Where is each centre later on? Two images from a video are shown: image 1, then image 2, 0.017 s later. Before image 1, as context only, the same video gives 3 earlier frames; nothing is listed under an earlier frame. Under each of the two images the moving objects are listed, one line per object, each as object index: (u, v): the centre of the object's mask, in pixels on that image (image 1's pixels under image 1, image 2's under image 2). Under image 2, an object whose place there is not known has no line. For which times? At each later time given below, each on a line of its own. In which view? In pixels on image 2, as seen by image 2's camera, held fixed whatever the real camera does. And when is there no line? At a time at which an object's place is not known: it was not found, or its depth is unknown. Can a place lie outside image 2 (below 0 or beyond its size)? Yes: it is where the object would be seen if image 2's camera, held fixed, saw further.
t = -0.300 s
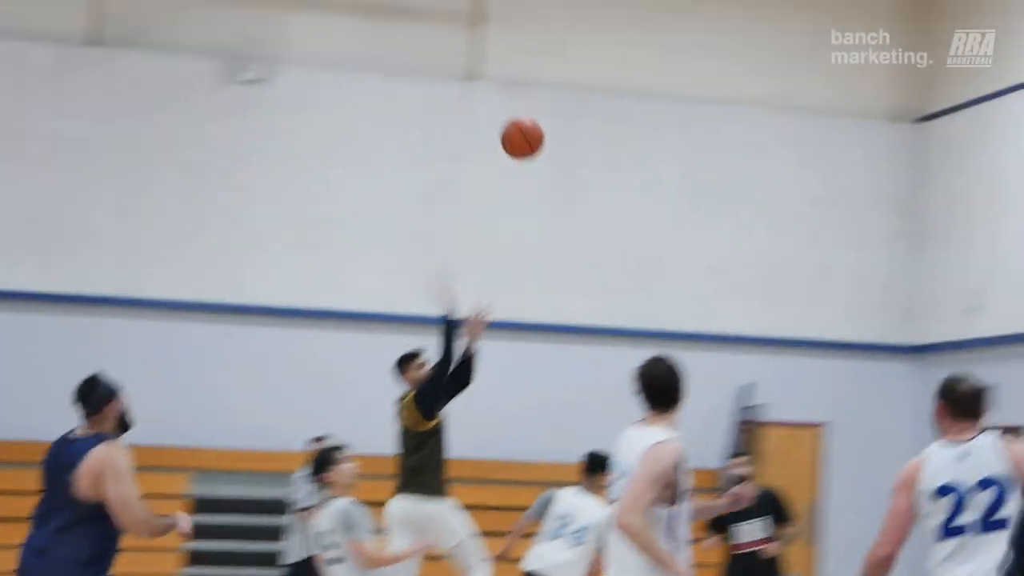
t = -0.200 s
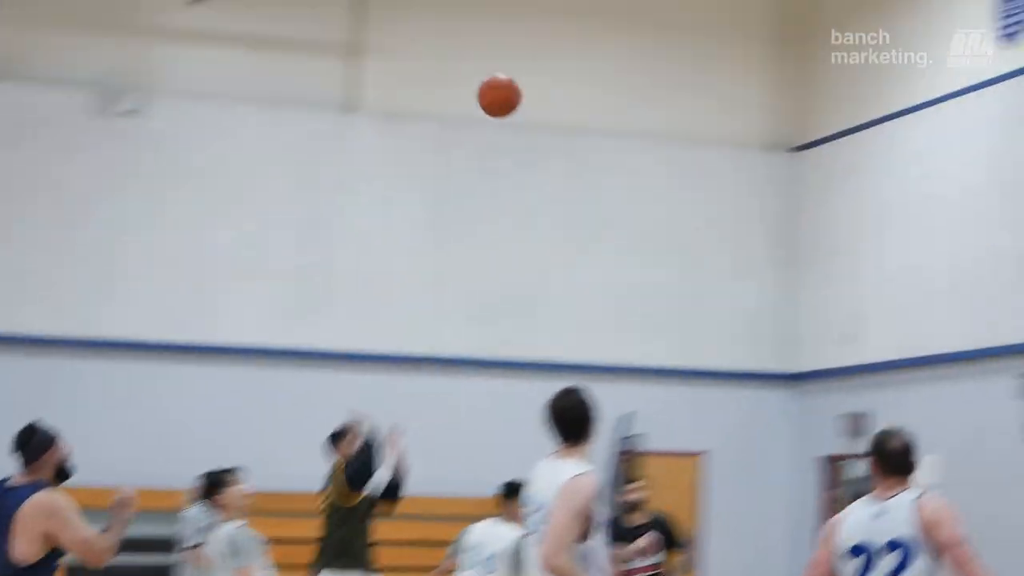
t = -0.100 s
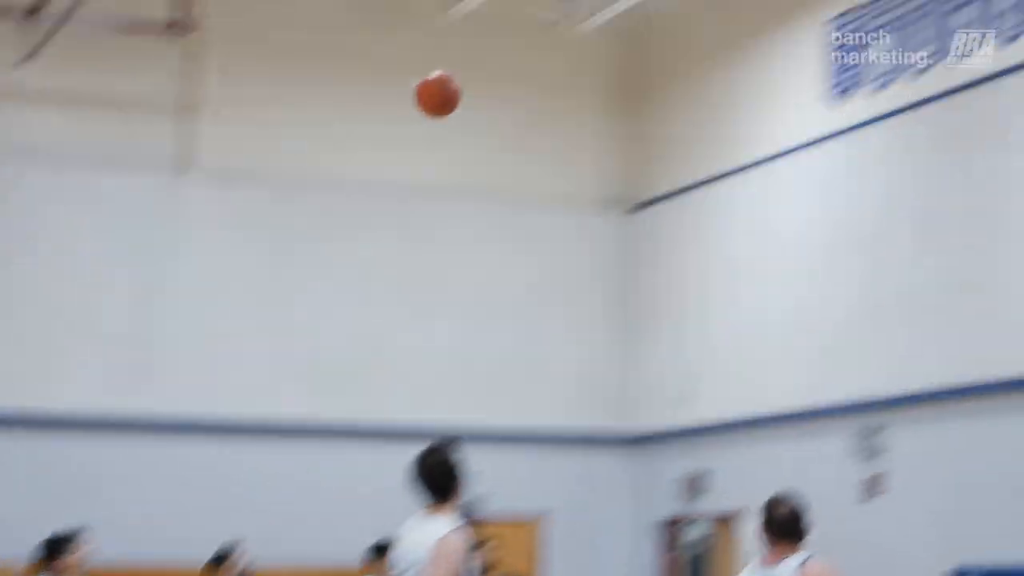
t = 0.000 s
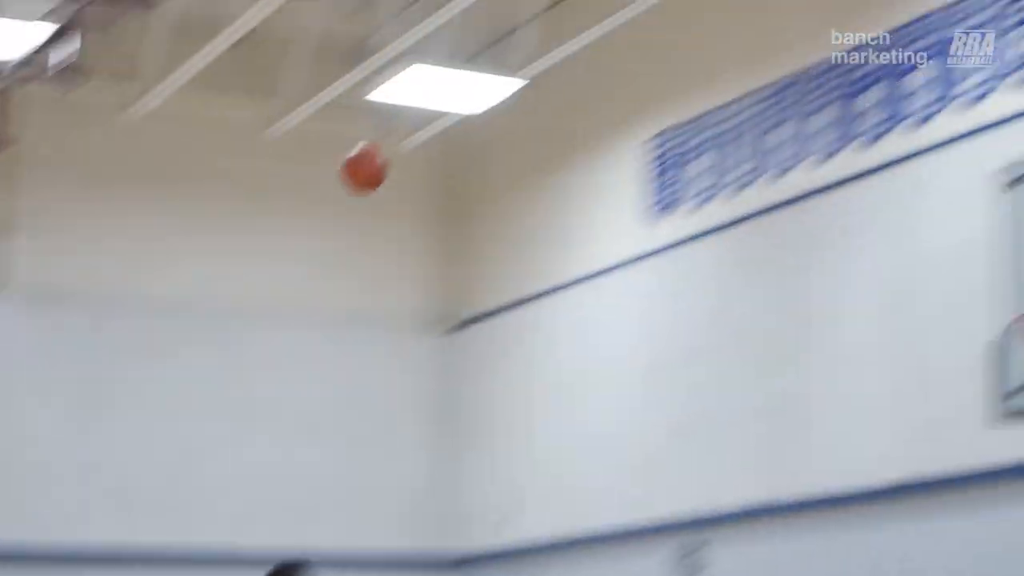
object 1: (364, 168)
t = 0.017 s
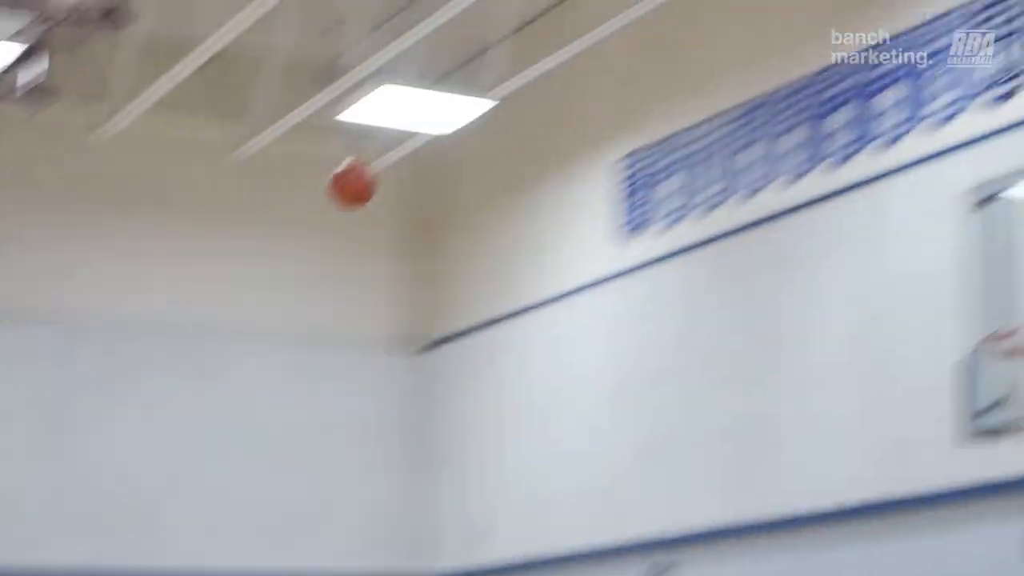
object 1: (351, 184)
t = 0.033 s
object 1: (368, 181)
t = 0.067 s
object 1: (403, 176)
